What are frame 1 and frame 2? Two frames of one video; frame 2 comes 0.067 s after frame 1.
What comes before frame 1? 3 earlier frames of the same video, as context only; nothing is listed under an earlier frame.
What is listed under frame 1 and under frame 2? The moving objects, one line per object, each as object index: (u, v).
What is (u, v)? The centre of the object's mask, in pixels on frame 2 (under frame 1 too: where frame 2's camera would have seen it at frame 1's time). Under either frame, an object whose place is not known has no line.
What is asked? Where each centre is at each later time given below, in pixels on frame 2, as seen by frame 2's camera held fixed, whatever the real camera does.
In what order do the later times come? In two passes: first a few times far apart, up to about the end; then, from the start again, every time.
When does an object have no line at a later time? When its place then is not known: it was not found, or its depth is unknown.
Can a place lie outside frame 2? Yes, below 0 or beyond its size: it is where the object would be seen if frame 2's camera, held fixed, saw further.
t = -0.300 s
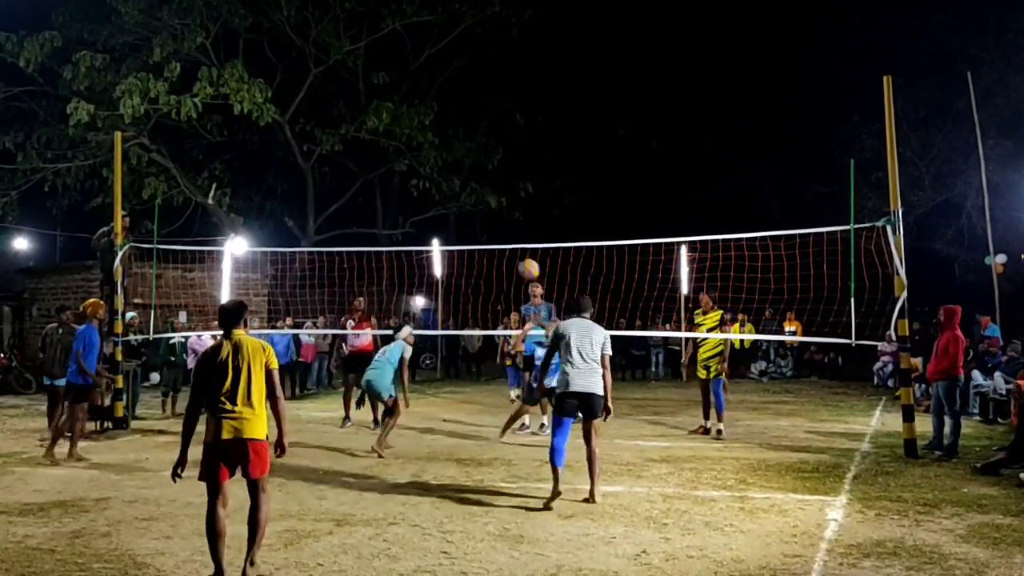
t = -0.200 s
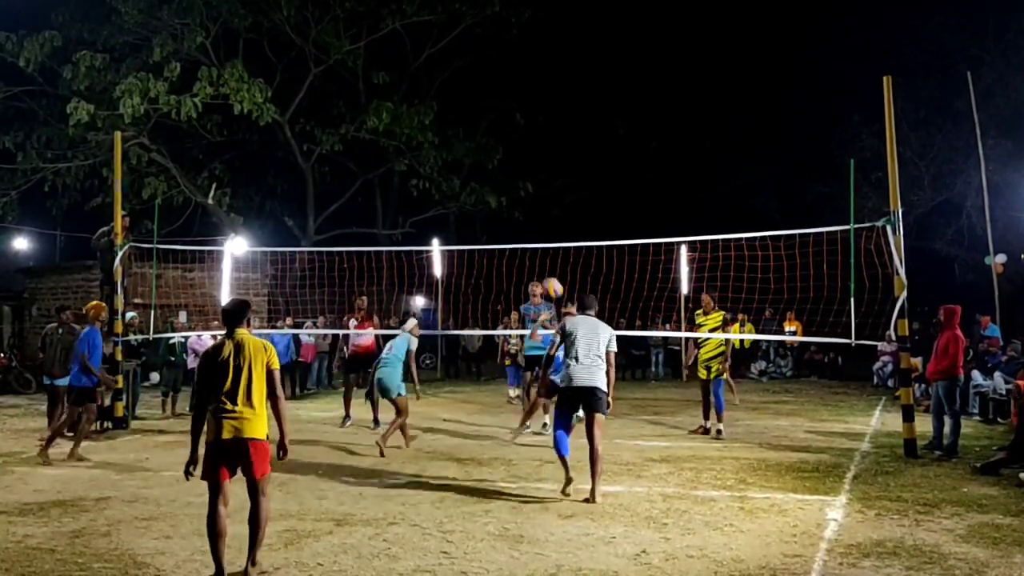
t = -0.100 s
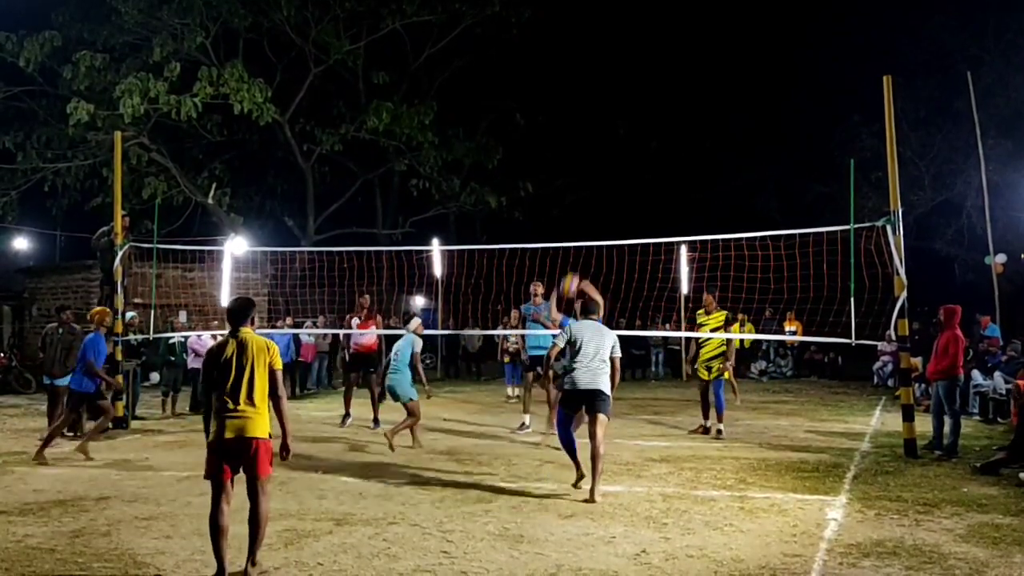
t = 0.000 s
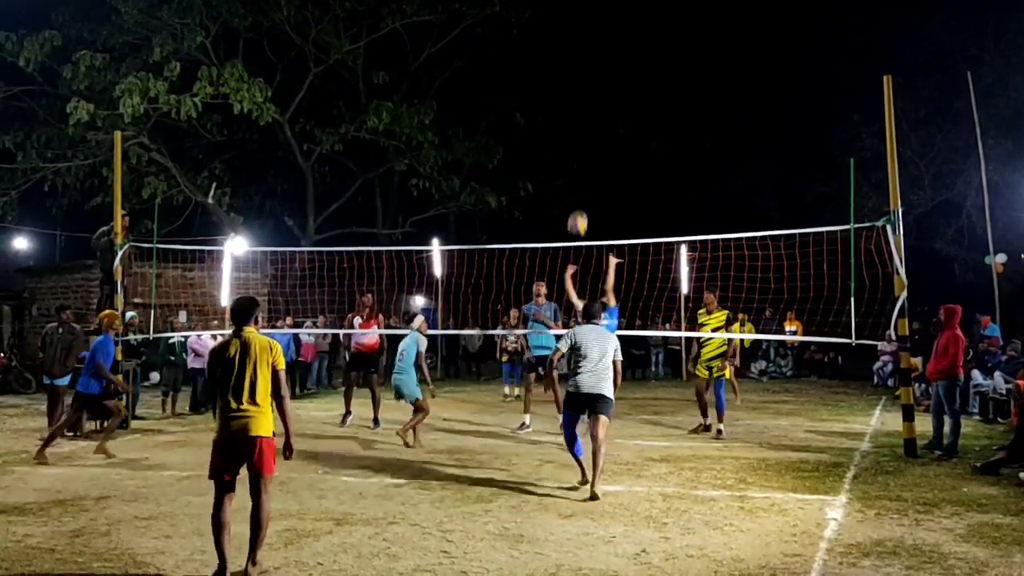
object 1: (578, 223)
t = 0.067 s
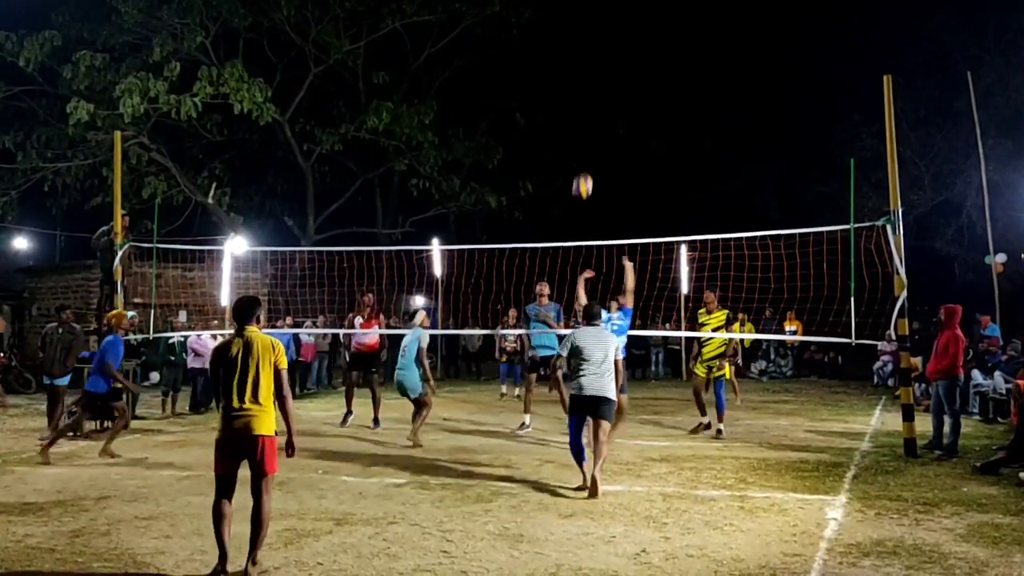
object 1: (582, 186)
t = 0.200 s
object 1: (593, 124)
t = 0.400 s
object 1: (607, 61)
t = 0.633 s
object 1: (624, 31)
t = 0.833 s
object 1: (639, 44)
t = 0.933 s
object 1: (646, 64)
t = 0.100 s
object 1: (585, 169)
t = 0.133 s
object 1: (587, 153)
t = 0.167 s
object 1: (590, 138)
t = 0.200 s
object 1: (593, 124)
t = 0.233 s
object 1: (595, 111)
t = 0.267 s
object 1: (597, 100)
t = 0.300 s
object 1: (600, 89)
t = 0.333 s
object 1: (602, 79)
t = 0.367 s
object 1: (605, 69)
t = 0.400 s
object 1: (607, 61)
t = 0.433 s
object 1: (610, 54)
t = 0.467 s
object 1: (612, 48)
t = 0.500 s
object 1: (615, 43)
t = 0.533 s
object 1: (617, 38)
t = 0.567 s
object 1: (620, 35)
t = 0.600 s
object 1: (622, 33)
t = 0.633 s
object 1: (624, 31)
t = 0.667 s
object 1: (627, 31)
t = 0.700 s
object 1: (629, 32)
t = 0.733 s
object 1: (632, 33)
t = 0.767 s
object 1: (634, 36)
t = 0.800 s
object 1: (637, 39)
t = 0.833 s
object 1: (639, 44)
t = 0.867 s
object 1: (642, 50)
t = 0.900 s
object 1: (644, 57)
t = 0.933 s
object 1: (646, 64)
